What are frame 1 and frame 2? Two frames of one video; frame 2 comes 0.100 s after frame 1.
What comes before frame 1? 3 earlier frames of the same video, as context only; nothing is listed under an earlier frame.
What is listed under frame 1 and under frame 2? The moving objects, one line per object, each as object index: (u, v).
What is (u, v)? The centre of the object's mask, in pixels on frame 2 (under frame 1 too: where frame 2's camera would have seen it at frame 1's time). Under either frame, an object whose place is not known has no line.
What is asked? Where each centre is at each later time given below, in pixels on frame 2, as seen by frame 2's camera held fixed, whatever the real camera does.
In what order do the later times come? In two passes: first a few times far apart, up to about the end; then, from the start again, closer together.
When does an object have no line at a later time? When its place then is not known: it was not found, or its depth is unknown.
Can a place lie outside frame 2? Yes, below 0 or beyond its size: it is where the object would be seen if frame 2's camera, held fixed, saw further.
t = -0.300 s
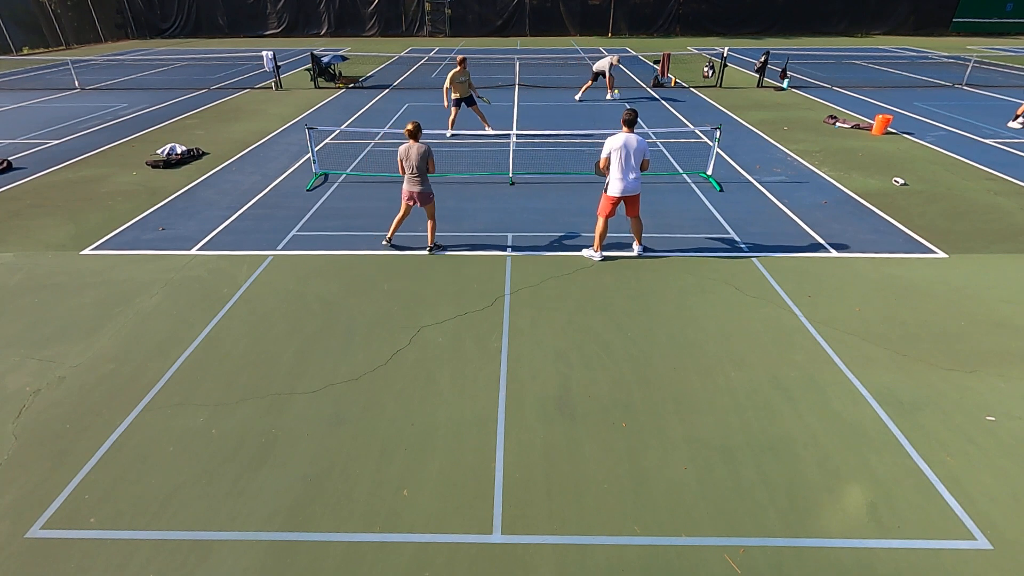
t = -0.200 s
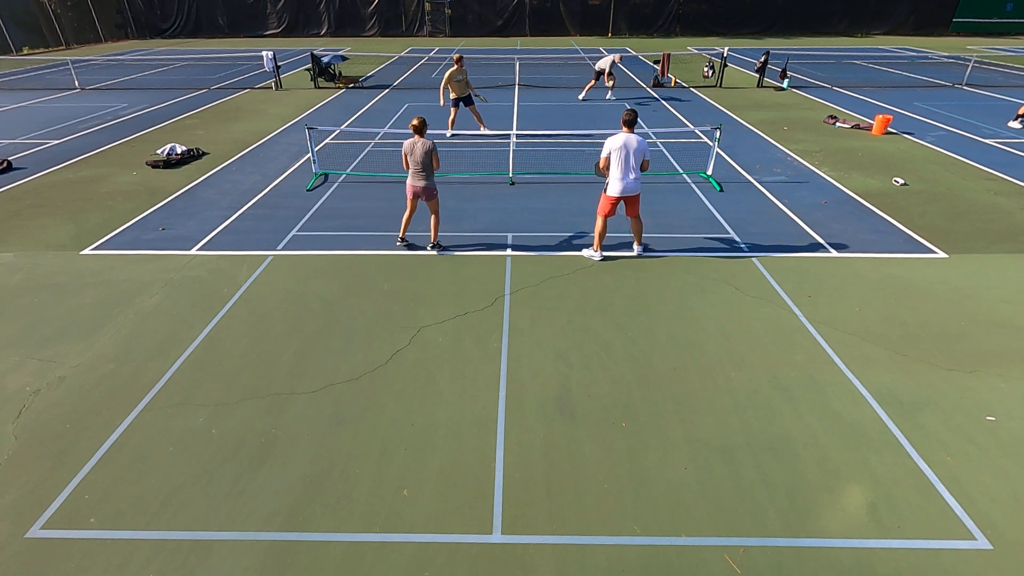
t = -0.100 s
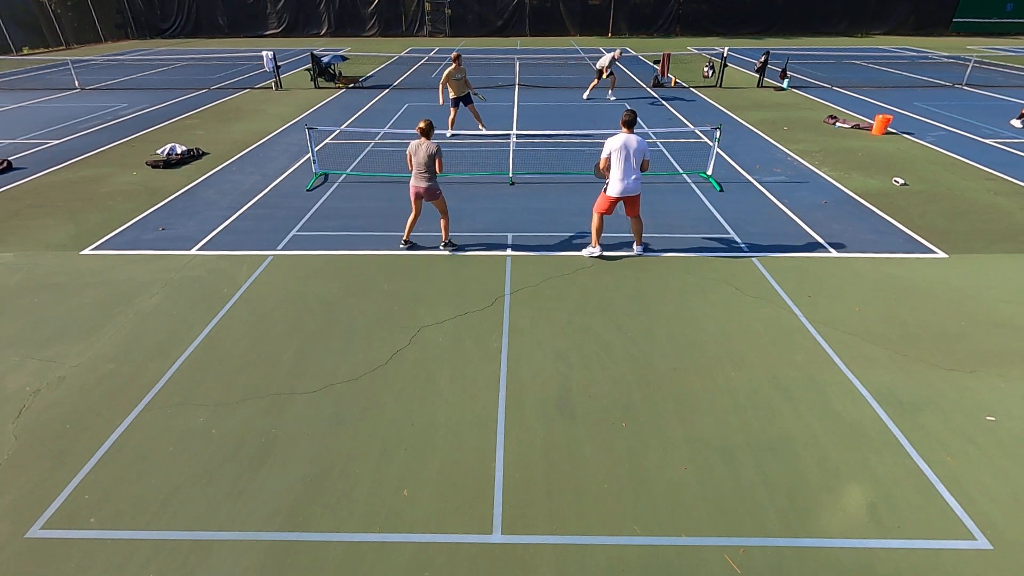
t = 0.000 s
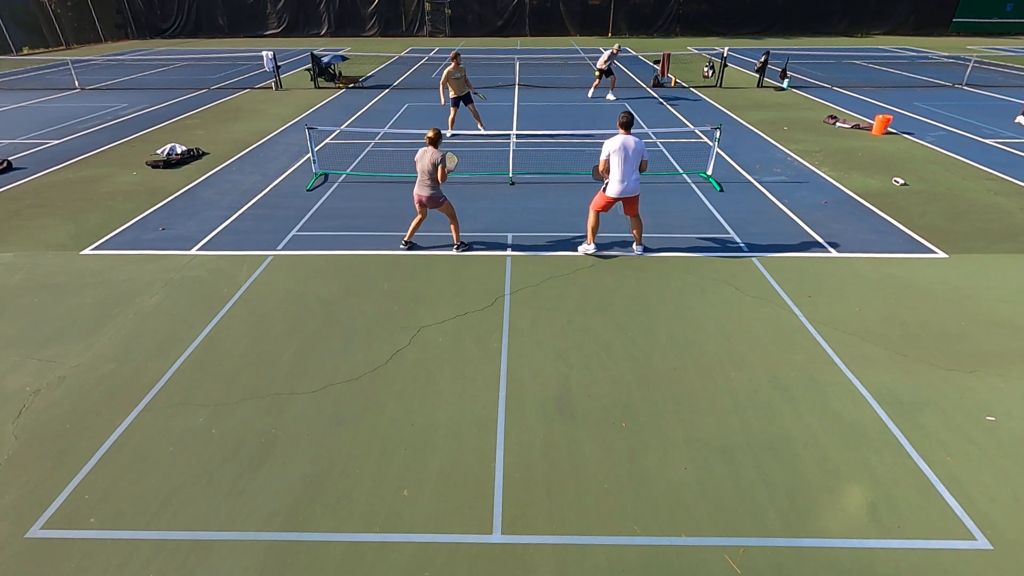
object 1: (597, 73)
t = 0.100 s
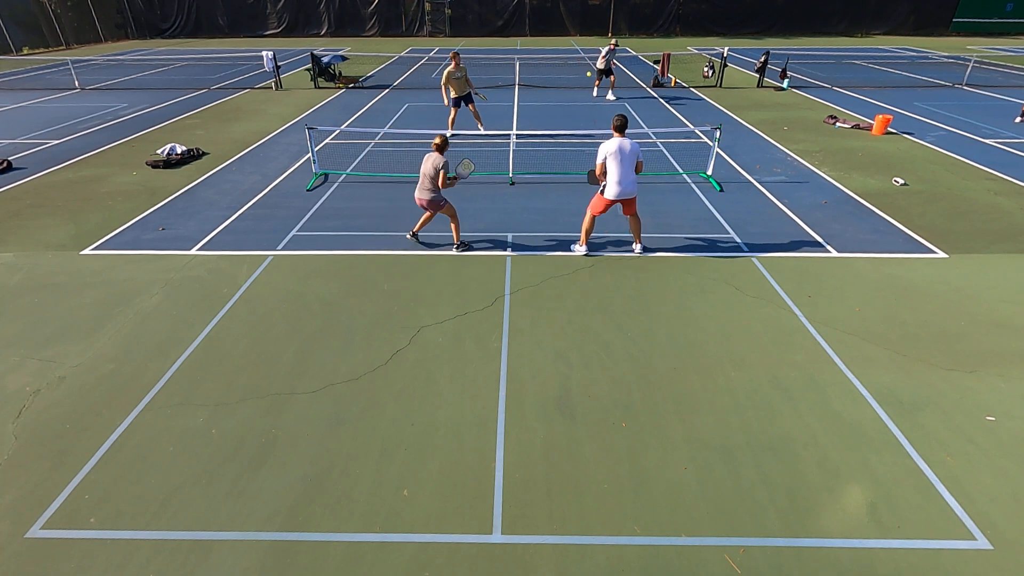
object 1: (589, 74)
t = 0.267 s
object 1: (572, 85)
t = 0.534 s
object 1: (539, 139)
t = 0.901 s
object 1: (491, 216)
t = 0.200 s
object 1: (579, 79)
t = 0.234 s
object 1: (576, 82)
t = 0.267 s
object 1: (572, 85)
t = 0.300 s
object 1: (568, 89)
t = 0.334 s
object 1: (565, 94)
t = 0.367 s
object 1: (561, 99)
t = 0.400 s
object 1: (557, 106)
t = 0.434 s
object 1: (553, 113)
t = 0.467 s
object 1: (548, 121)
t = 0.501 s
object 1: (544, 129)
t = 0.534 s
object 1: (539, 139)
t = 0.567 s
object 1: (534, 149)
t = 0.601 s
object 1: (530, 160)
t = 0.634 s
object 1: (525, 172)
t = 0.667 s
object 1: (520, 185)
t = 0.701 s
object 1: (514, 199)
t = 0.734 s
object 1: (509, 214)
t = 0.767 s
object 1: (505, 222)
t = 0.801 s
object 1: (501, 220)
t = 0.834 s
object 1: (498, 218)
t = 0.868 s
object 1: (495, 216)
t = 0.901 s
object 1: (491, 216)
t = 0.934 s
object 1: (487, 216)
